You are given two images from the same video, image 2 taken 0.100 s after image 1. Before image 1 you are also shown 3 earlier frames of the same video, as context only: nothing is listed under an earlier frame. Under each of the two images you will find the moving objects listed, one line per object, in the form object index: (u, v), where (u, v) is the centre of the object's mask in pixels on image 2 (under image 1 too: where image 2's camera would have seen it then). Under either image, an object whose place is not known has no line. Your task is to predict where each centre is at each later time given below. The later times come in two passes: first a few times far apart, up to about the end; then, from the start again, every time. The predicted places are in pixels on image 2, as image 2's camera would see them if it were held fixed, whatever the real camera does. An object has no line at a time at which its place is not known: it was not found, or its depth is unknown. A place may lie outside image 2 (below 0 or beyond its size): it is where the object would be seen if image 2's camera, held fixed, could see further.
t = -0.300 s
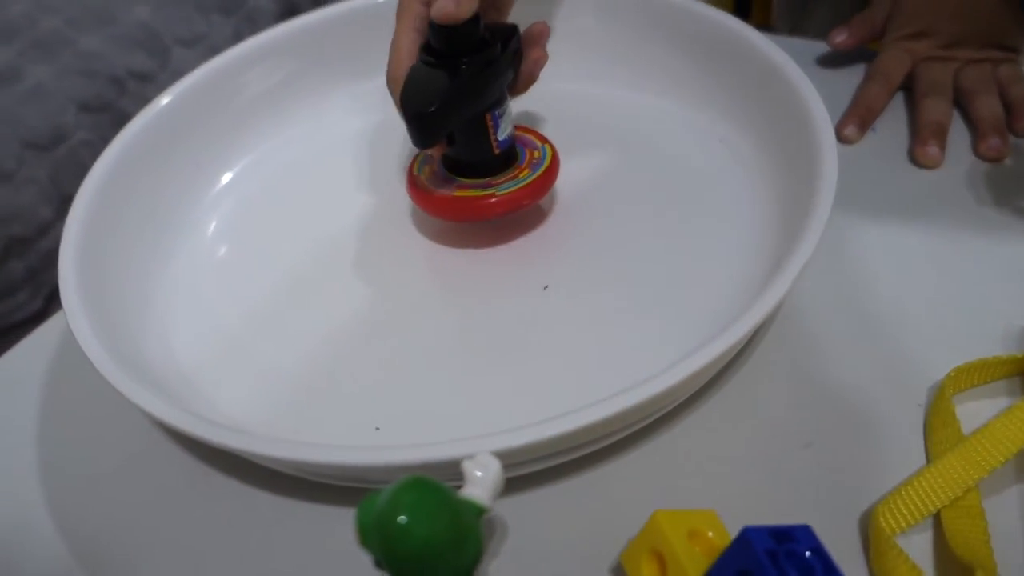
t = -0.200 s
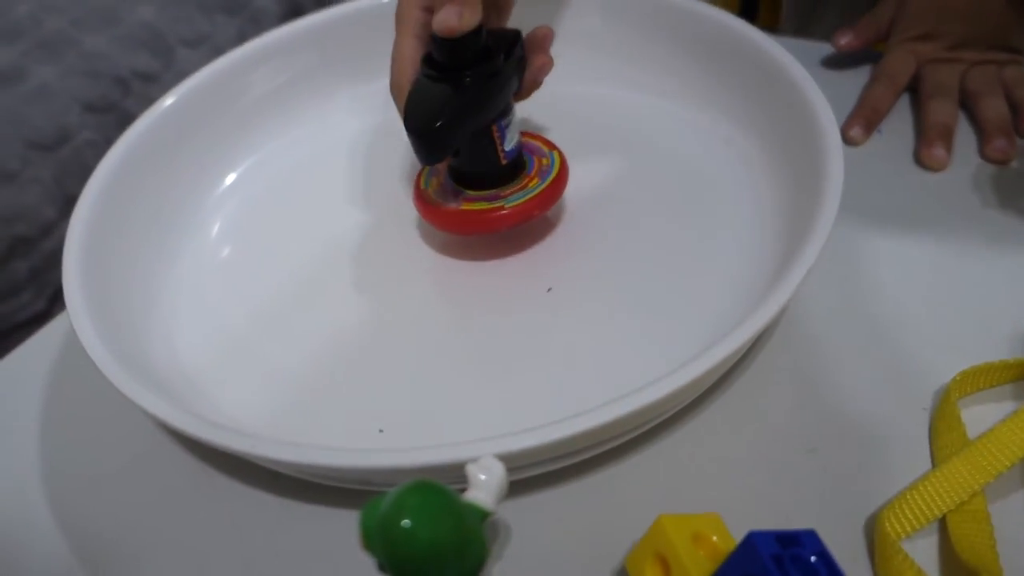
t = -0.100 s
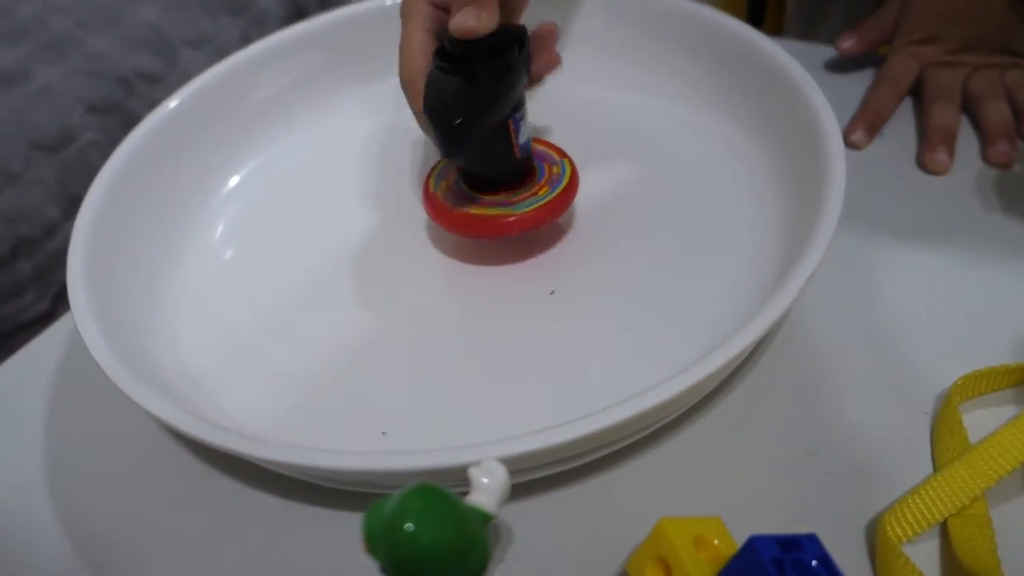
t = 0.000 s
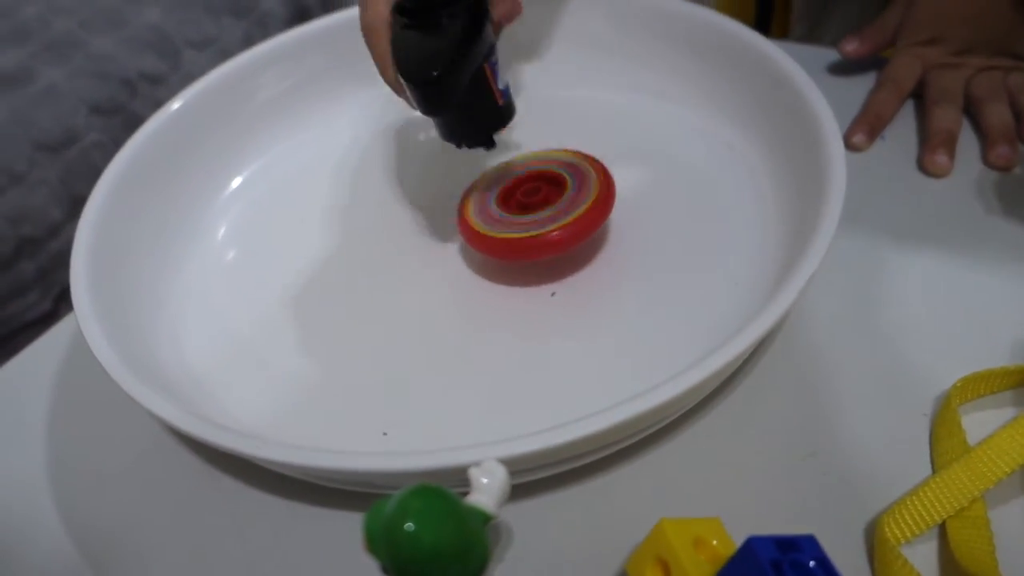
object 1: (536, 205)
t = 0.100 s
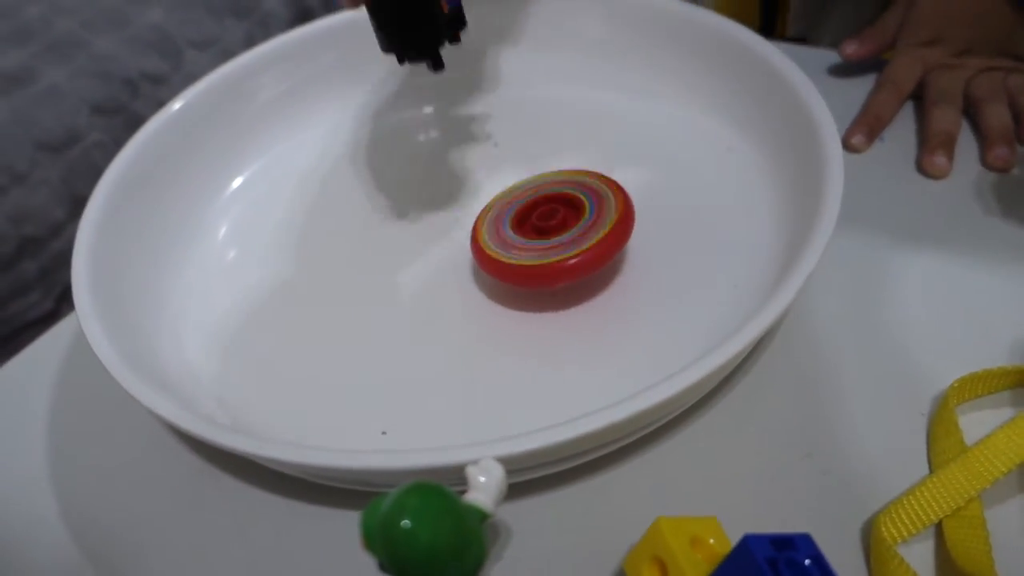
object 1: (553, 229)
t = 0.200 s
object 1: (549, 249)
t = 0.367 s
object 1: (531, 281)
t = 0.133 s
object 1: (553, 235)
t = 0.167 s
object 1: (551, 242)
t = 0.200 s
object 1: (549, 249)
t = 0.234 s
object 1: (546, 255)
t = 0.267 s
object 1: (543, 262)
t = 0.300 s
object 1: (539, 269)
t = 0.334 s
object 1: (535, 275)
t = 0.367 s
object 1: (531, 281)
